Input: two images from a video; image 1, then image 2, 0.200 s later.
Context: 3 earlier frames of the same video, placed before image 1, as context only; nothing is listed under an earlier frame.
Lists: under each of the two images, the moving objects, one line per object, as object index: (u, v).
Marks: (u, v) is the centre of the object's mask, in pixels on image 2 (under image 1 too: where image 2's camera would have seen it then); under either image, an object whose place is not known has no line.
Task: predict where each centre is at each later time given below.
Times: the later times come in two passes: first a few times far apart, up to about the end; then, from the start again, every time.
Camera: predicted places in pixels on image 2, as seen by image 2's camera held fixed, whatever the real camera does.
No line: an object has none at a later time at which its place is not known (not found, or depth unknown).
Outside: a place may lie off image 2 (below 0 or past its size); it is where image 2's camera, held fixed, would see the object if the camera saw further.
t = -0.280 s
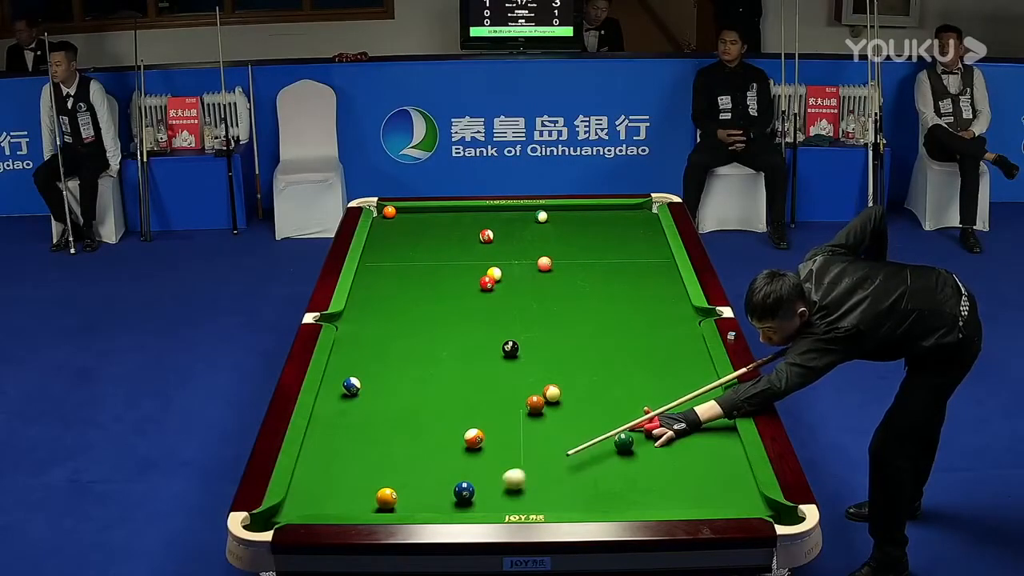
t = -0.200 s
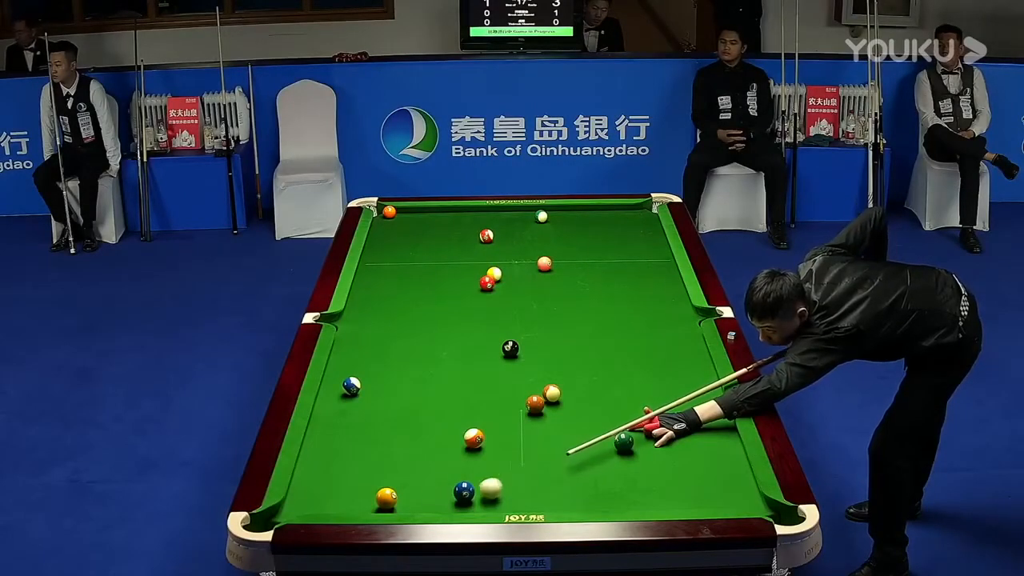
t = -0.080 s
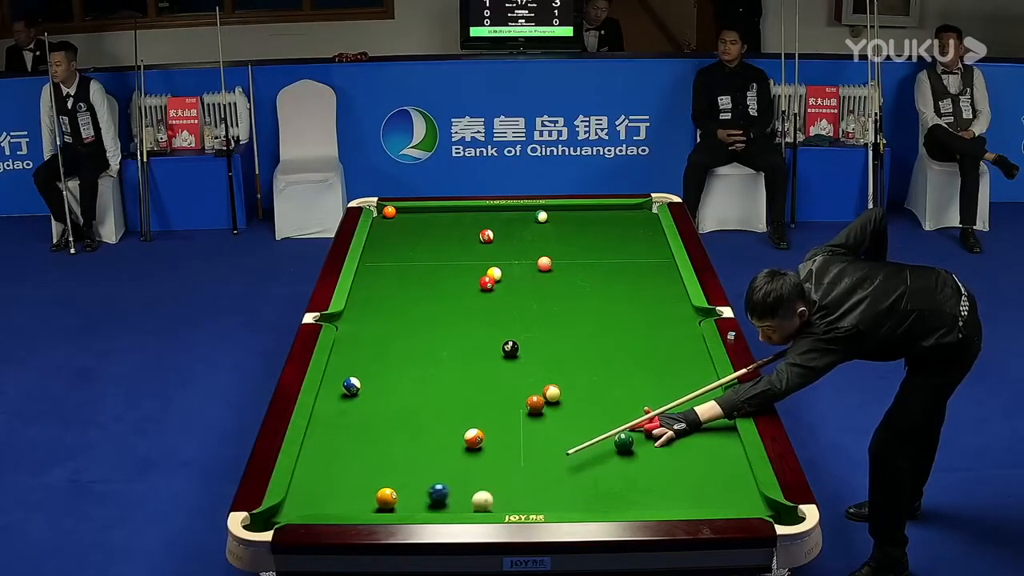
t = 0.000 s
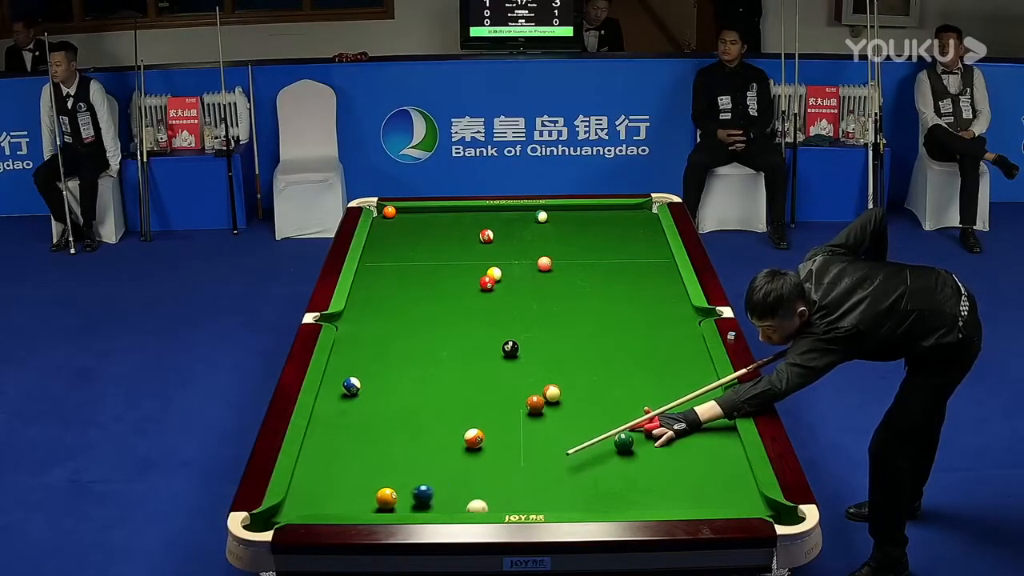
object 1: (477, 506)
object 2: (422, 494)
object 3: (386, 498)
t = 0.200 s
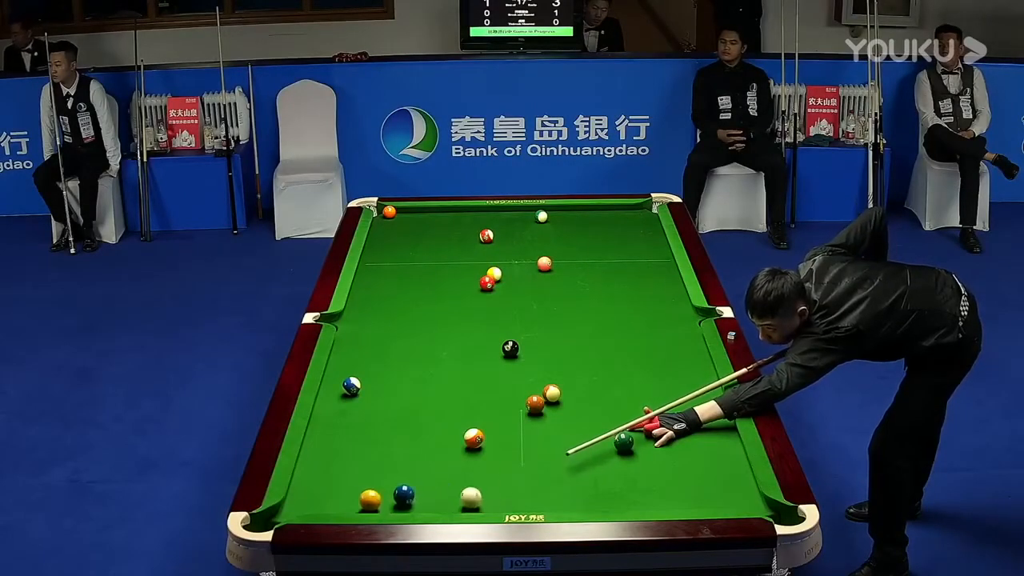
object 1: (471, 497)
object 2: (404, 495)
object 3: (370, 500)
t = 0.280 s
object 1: (468, 493)
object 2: (401, 494)
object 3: (361, 500)
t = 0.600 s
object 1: (460, 476)
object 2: (391, 493)
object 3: (328, 503)
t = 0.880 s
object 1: (453, 463)
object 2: (384, 492)
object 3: (301, 506)
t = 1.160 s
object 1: (447, 451)
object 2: (380, 492)
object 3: (286, 511)
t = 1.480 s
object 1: (441, 440)
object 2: (377, 491)
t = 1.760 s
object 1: (437, 432)
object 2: (377, 491)
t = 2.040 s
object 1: (433, 424)
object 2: (377, 491)
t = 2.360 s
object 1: (429, 418)
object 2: (377, 491)
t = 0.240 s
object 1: (470, 495)
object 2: (402, 494)
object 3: (366, 500)
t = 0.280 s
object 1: (468, 493)
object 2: (401, 494)
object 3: (361, 500)
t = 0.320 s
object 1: (467, 491)
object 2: (399, 494)
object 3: (357, 501)
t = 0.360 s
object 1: (466, 488)
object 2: (398, 494)
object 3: (353, 502)
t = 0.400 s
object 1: (465, 486)
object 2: (396, 494)
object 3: (349, 502)
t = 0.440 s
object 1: (464, 484)
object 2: (395, 493)
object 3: (344, 502)
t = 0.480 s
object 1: (463, 482)
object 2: (394, 493)
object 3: (340, 503)
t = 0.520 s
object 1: (462, 480)
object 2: (393, 493)
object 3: (336, 503)
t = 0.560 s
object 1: (461, 478)
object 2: (392, 493)
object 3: (332, 503)
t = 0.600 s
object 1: (460, 476)
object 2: (391, 493)
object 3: (328, 503)
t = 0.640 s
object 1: (459, 474)
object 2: (390, 493)
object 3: (324, 504)
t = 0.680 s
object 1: (458, 472)
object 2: (389, 493)
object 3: (320, 504)
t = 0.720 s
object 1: (457, 470)
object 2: (388, 493)
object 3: (316, 504)
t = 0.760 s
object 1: (456, 468)
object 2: (387, 492)
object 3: (312, 504)
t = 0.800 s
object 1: (455, 466)
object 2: (386, 492)
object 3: (309, 505)
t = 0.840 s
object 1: (454, 465)
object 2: (385, 492)
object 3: (305, 505)
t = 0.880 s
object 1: (453, 463)
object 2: (384, 492)
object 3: (301, 506)
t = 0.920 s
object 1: (452, 461)
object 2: (384, 492)
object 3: (298, 506)
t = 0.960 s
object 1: (451, 459)
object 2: (383, 492)
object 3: (294, 507)
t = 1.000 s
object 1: (450, 458)
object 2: (382, 492)
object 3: (291, 508)
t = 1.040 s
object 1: (450, 456)
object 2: (382, 492)
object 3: (287, 508)
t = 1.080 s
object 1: (449, 454)
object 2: (381, 492)
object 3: (286, 509)
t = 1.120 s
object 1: (448, 453)
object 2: (380, 492)
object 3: (286, 510)
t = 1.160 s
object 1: (447, 451)
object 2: (380, 492)
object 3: (286, 511)
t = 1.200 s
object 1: (446, 450)
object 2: (379, 491)
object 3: (286, 511)
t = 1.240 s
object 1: (446, 448)
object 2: (379, 491)
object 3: (285, 512)
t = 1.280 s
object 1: (445, 447)
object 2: (379, 491)
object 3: (285, 513)
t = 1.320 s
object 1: (444, 445)
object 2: (378, 491)
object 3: (284, 514)
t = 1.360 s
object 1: (443, 444)
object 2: (378, 491)
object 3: (282, 516)
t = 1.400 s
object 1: (442, 443)
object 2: (378, 491)
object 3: (279, 519)
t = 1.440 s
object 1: (442, 441)
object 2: (378, 491)
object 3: (275, 523)
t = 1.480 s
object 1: (441, 440)
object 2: (377, 491)
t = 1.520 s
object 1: (440, 439)
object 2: (377, 491)
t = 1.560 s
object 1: (440, 438)
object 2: (377, 491)
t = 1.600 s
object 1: (439, 436)
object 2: (377, 491)
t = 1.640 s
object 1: (438, 435)
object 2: (377, 491)
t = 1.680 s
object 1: (438, 434)
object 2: (377, 491)
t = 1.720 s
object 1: (437, 433)
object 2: (377, 491)
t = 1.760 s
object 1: (437, 432)
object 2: (377, 491)
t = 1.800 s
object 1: (436, 431)
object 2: (377, 491)
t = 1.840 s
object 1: (435, 430)
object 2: (377, 491)
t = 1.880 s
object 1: (435, 428)
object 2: (377, 491)
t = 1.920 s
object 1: (434, 428)
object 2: (377, 491)
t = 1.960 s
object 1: (434, 426)
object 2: (377, 491)
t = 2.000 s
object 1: (433, 425)
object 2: (377, 491)
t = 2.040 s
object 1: (433, 424)
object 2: (377, 491)
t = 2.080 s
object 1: (432, 424)
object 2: (377, 491)
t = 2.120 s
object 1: (432, 423)
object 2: (377, 491)
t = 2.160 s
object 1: (431, 422)
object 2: (377, 491)
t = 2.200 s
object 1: (431, 421)
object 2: (377, 491)
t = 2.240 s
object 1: (430, 420)
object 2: (377, 491)
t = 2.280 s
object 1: (430, 419)
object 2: (377, 491)
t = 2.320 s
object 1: (429, 418)
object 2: (377, 491)
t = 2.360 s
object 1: (429, 418)
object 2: (377, 491)
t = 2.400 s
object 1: (429, 417)
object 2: (377, 491)
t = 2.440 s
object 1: (428, 416)
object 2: (377, 491)
